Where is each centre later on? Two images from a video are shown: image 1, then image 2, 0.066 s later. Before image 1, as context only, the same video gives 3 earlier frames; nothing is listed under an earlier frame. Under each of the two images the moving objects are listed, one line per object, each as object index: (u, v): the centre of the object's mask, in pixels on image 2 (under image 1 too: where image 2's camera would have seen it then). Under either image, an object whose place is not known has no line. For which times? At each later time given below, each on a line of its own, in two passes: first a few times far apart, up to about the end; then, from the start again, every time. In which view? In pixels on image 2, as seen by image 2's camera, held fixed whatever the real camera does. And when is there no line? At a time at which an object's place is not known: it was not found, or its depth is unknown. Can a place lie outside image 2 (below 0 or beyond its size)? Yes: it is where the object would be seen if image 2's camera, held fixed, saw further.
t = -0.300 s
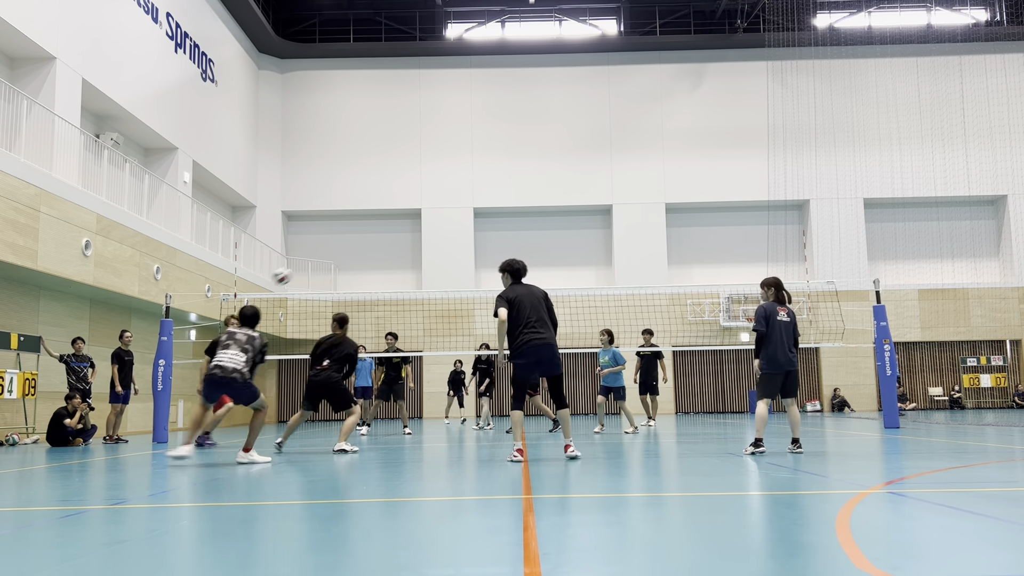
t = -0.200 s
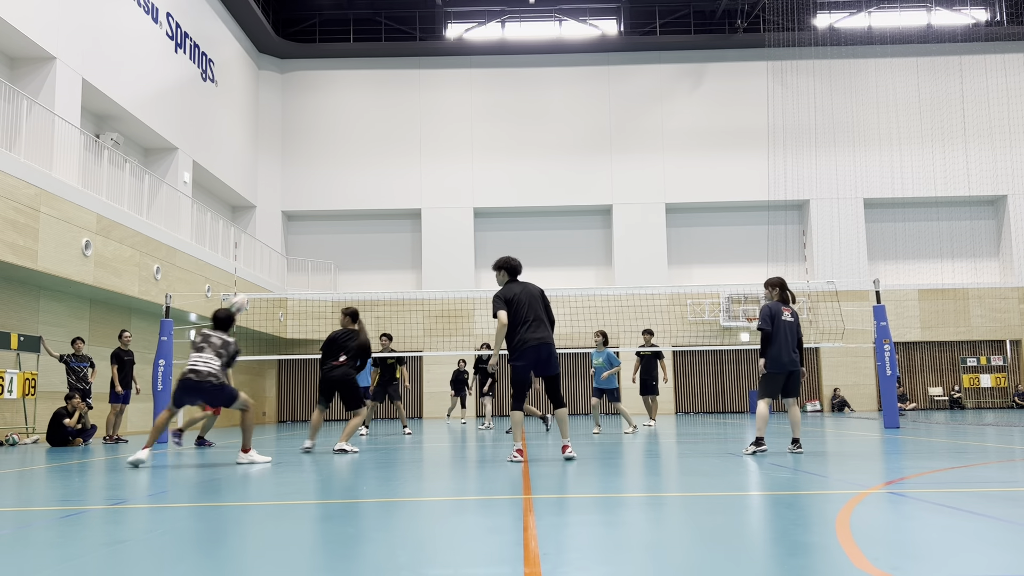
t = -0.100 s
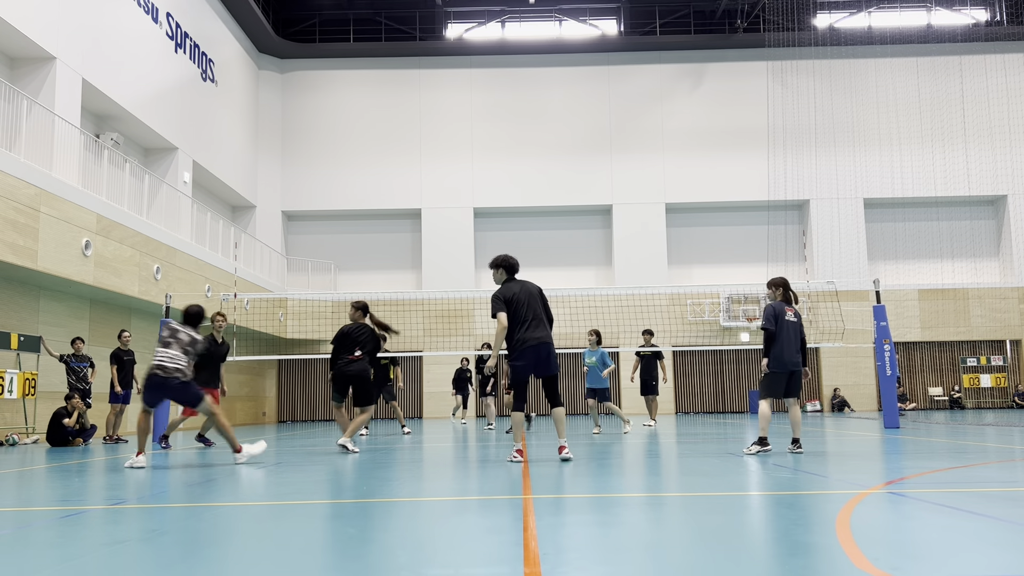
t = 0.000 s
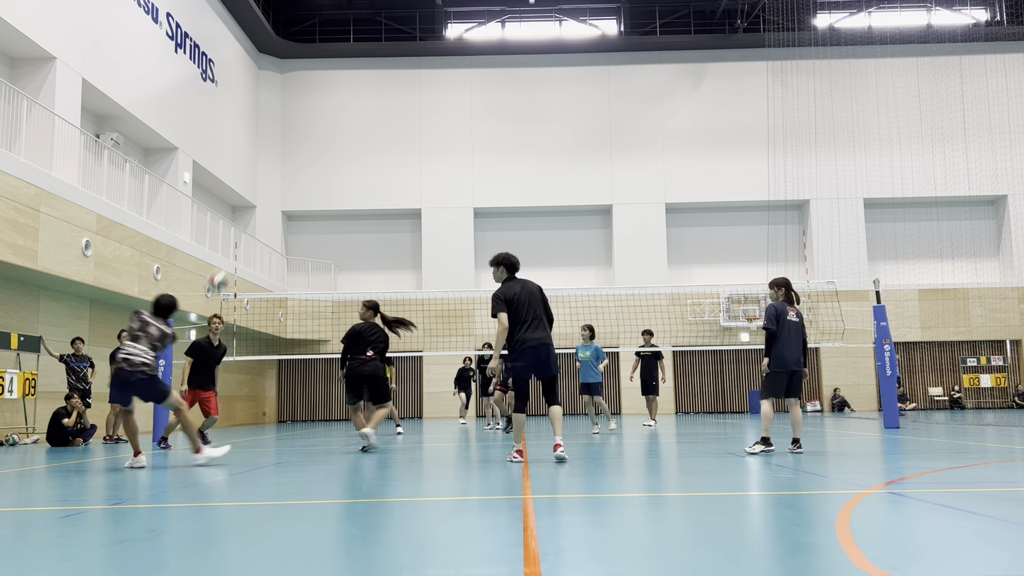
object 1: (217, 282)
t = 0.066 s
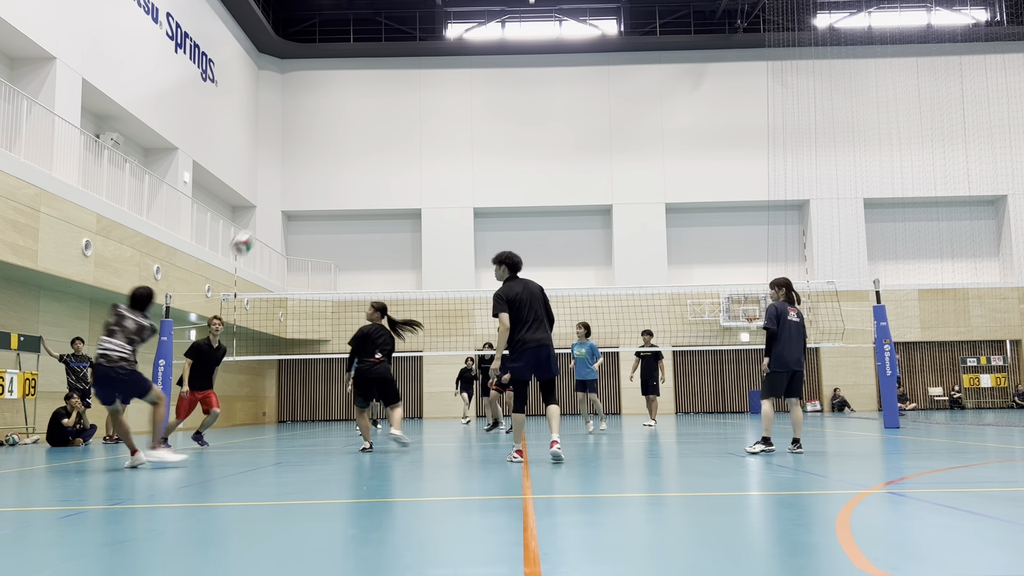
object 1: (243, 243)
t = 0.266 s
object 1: (313, 161)
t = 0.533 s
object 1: (392, 120)
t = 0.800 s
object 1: (461, 138)
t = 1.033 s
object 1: (516, 196)
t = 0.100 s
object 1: (257, 225)
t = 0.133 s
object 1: (268, 209)
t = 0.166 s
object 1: (279, 196)
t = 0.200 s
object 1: (291, 183)
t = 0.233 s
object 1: (302, 171)
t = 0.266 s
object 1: (313, 161)
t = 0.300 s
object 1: (323, 152)
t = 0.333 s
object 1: (333, 145)
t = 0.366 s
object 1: (344, 139)
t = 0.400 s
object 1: (354, 133)
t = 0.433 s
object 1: (364, 127)
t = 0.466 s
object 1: (374, 124)
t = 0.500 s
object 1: (383, 122)
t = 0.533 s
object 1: (392, 120)
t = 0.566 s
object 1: (401, 120)
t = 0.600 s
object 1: (410, 120)
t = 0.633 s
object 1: (419, 121)
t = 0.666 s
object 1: (427, 123)
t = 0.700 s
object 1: (436, 126)
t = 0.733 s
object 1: (445, 129)
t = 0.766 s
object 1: (453, 133)
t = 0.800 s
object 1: (461, 138)
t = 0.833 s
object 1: (470, 145)
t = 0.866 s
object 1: (477, 151)
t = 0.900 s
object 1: (485, 159)
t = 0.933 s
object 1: (493, 167)
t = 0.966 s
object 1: (501, 176)
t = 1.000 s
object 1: (508, 185)
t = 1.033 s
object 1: (516, 196)
